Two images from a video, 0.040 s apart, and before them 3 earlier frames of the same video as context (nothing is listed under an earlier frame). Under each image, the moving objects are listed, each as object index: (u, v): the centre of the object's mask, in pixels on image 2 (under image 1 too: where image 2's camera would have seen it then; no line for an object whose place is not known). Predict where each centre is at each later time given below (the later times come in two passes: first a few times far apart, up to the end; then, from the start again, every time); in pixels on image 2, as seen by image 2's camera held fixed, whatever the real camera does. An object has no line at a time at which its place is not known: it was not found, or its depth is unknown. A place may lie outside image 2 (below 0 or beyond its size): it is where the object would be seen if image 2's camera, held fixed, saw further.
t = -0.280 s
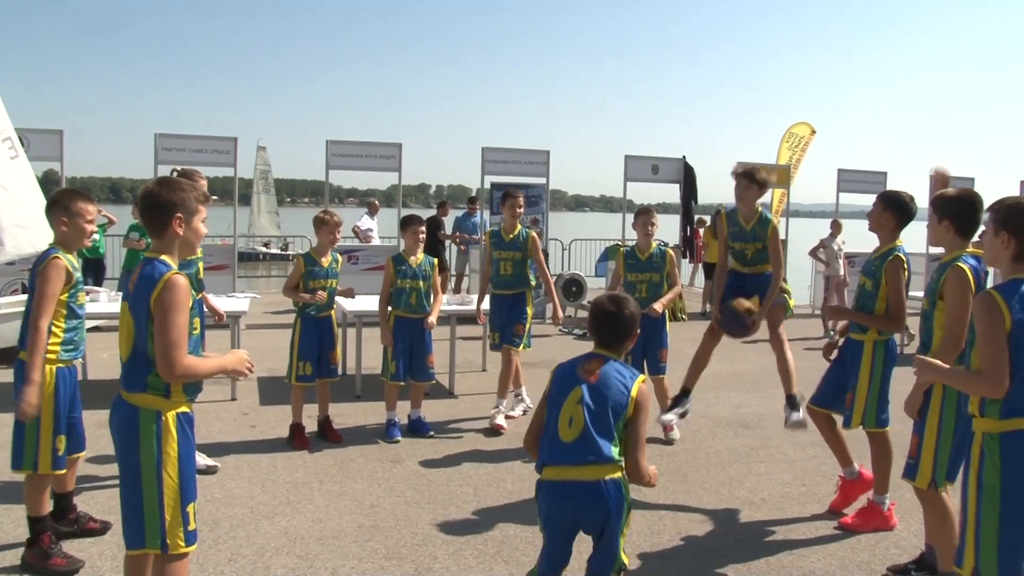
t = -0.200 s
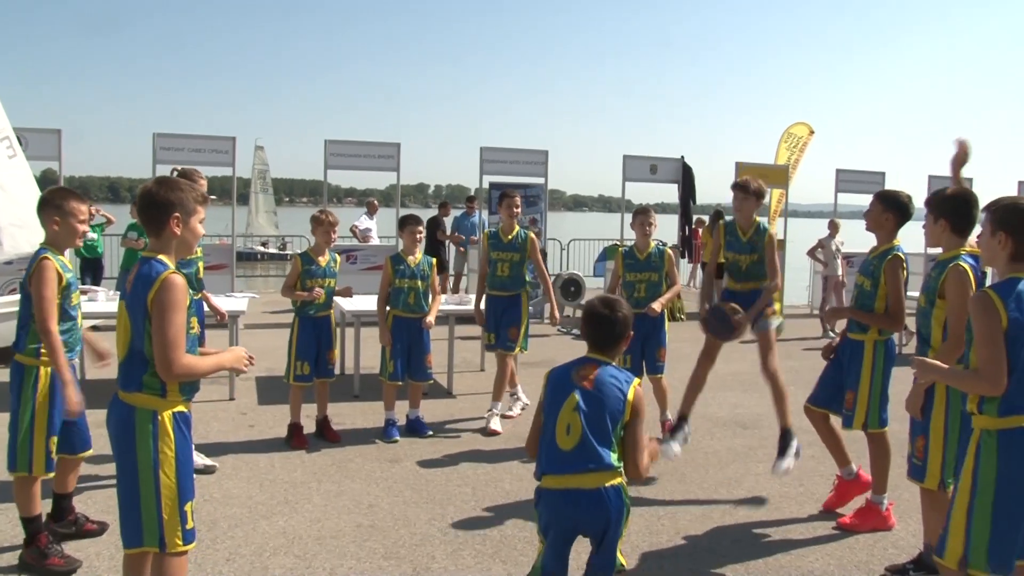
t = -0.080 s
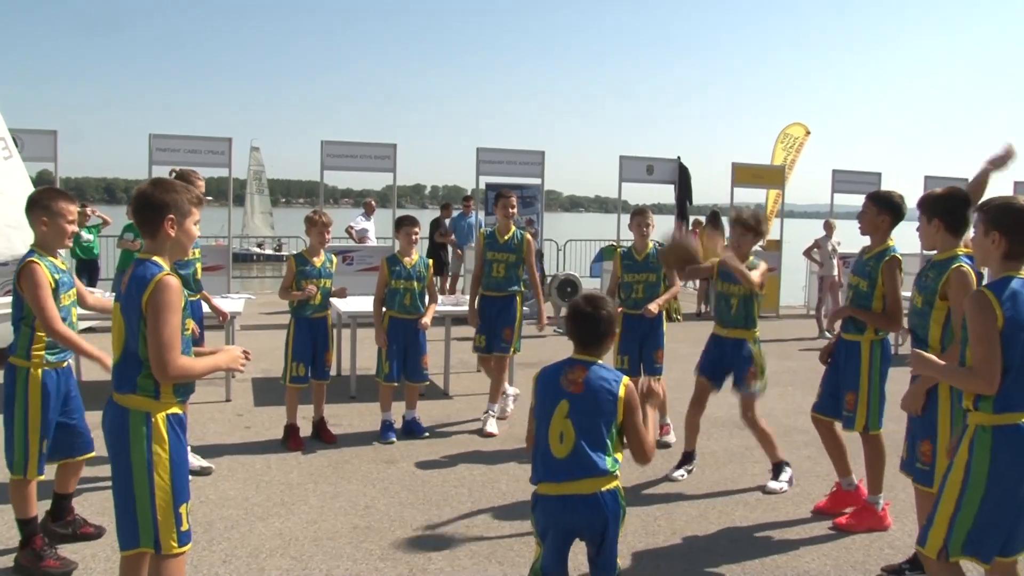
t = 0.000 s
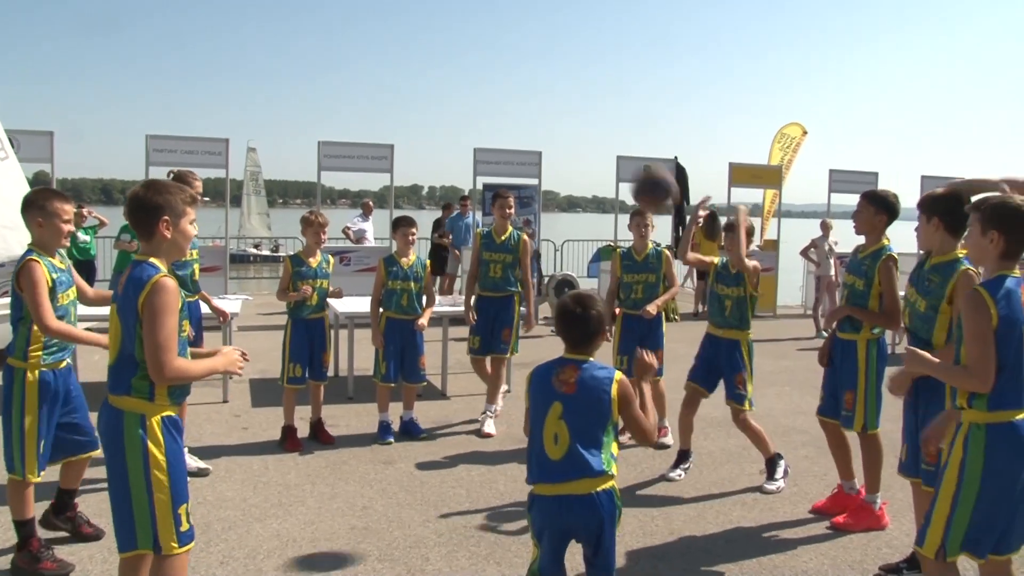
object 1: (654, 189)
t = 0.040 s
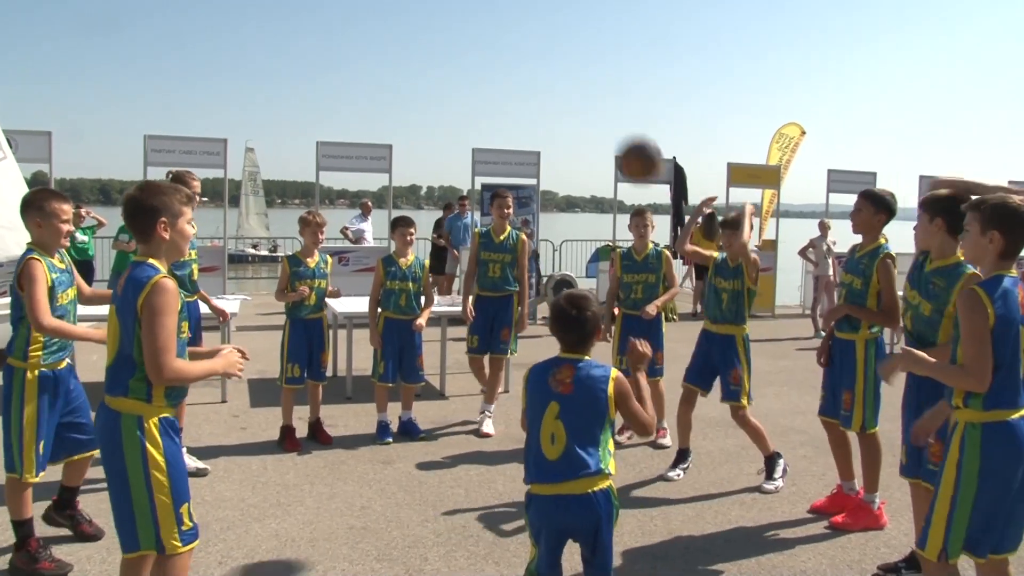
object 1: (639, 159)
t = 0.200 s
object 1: (581, 65)
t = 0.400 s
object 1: (497, 14)
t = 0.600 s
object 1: (396, 40)
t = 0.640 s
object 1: (372, 59)
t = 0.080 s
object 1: (626, 132)
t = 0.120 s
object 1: (611, 107)
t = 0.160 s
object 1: (597, 85)
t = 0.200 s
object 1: (581, 65)
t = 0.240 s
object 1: (566, 48)
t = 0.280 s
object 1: (549, 34)
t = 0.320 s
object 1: (532, 23)
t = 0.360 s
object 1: (515, 17)
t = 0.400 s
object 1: (497, 14)
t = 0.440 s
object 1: (479, 12)
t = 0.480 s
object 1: (459, 13)
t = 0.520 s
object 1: (439, 17)
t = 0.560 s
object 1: (417, 25)
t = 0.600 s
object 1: (396, 40)
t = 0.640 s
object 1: (372, 59)
